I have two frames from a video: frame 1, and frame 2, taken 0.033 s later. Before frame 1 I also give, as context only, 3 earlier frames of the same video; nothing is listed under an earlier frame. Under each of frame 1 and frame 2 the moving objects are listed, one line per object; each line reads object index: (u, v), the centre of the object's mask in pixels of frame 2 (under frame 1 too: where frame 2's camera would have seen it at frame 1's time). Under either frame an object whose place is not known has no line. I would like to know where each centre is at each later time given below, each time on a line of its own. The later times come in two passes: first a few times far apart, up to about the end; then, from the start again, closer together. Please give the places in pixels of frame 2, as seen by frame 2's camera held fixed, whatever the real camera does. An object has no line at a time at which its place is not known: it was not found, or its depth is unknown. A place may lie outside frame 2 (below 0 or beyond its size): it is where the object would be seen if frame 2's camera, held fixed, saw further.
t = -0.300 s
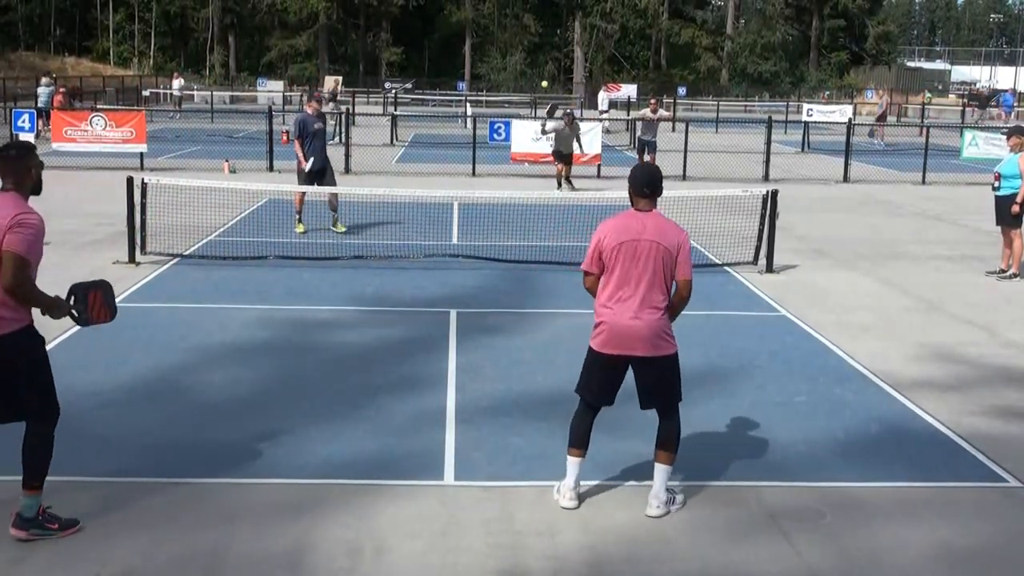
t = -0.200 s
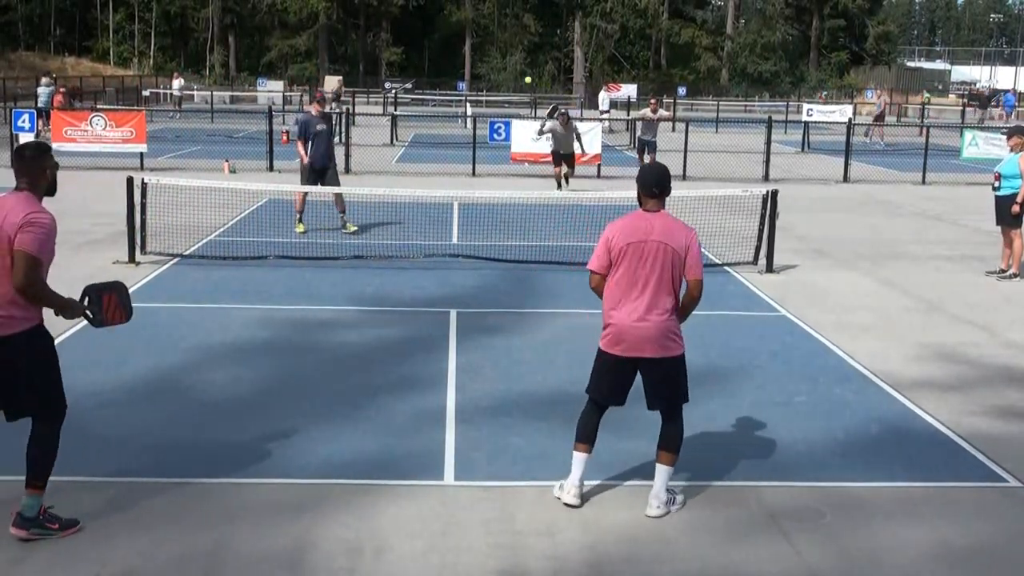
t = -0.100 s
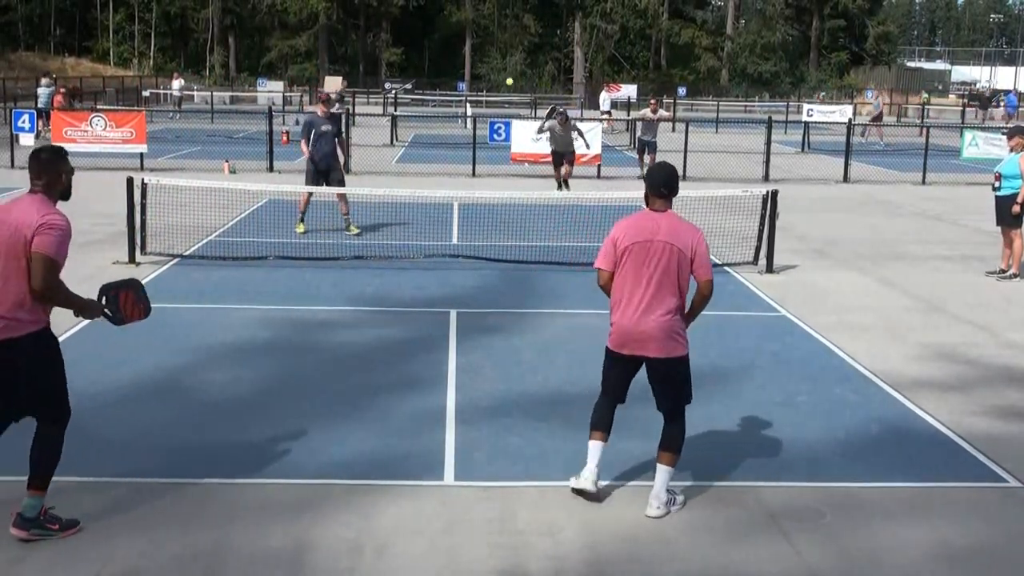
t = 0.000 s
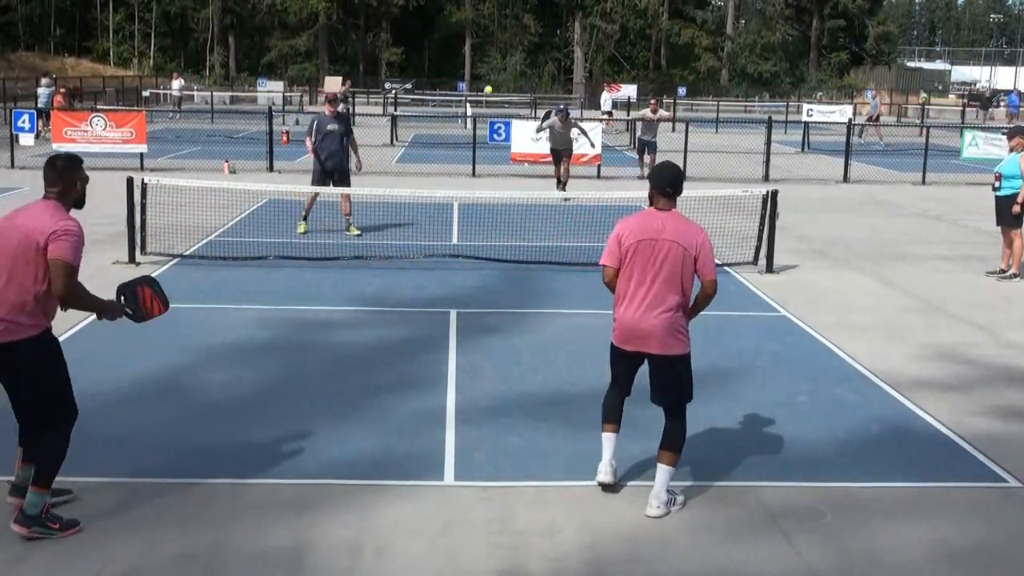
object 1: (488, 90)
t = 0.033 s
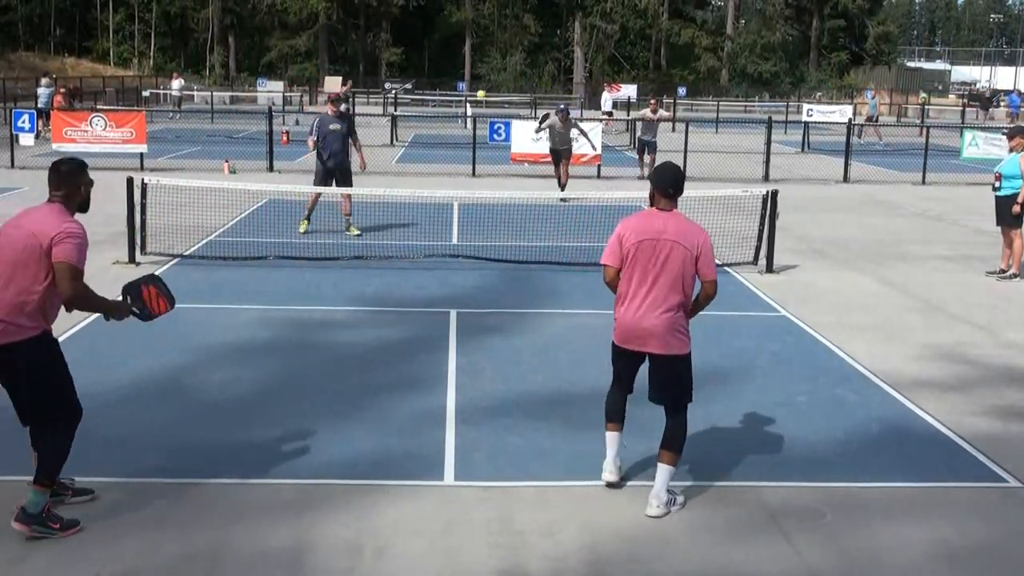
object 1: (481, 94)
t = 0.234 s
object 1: (426, 144)
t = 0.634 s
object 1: (256, 426)
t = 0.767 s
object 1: (213, 383)
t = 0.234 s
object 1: (426, 144)
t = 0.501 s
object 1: (325, 297)
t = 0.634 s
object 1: (256, 426)
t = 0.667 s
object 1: (246, 413)
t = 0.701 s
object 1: (236, 402)
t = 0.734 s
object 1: (224, 391)
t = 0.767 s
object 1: (213, 383)
